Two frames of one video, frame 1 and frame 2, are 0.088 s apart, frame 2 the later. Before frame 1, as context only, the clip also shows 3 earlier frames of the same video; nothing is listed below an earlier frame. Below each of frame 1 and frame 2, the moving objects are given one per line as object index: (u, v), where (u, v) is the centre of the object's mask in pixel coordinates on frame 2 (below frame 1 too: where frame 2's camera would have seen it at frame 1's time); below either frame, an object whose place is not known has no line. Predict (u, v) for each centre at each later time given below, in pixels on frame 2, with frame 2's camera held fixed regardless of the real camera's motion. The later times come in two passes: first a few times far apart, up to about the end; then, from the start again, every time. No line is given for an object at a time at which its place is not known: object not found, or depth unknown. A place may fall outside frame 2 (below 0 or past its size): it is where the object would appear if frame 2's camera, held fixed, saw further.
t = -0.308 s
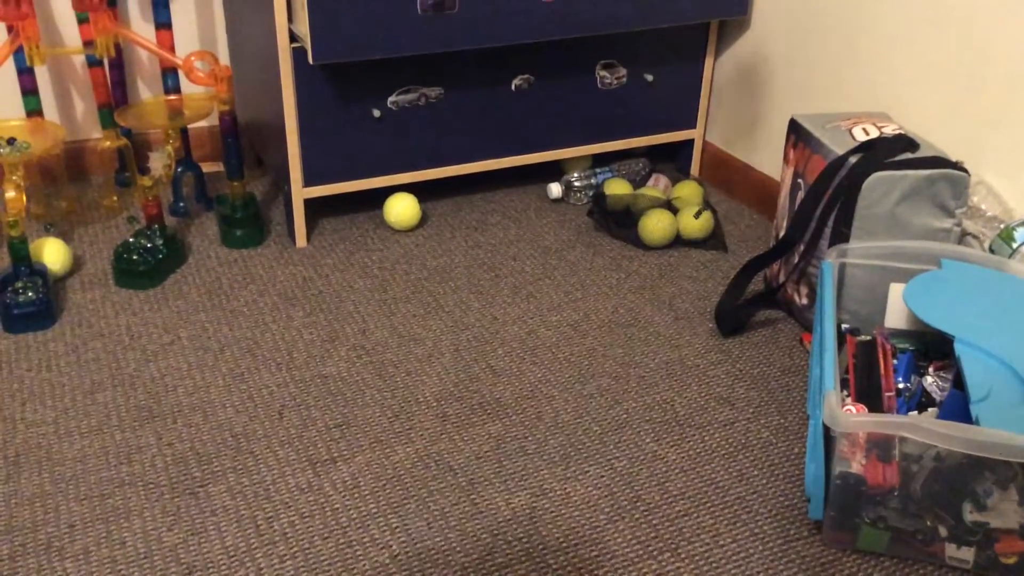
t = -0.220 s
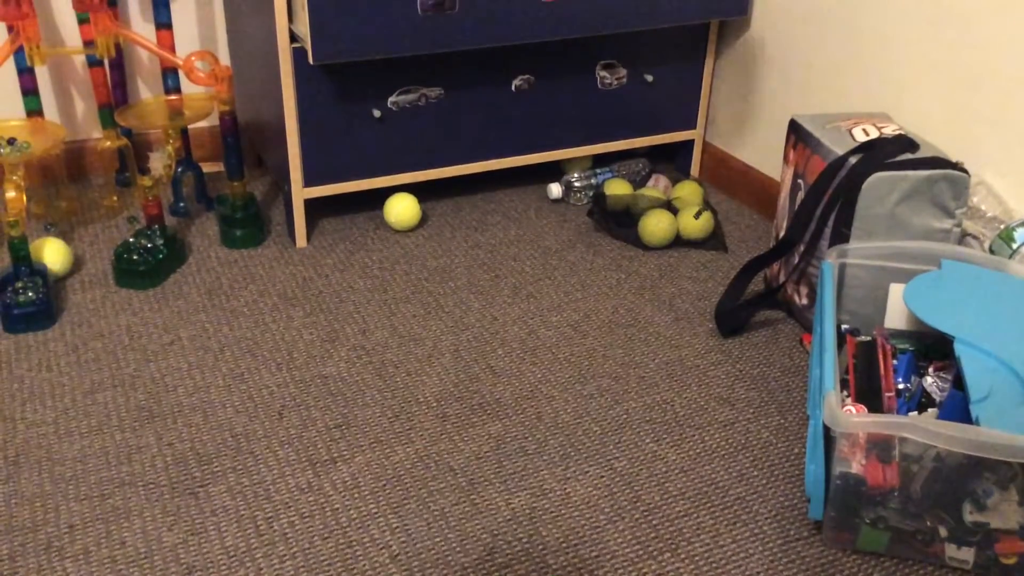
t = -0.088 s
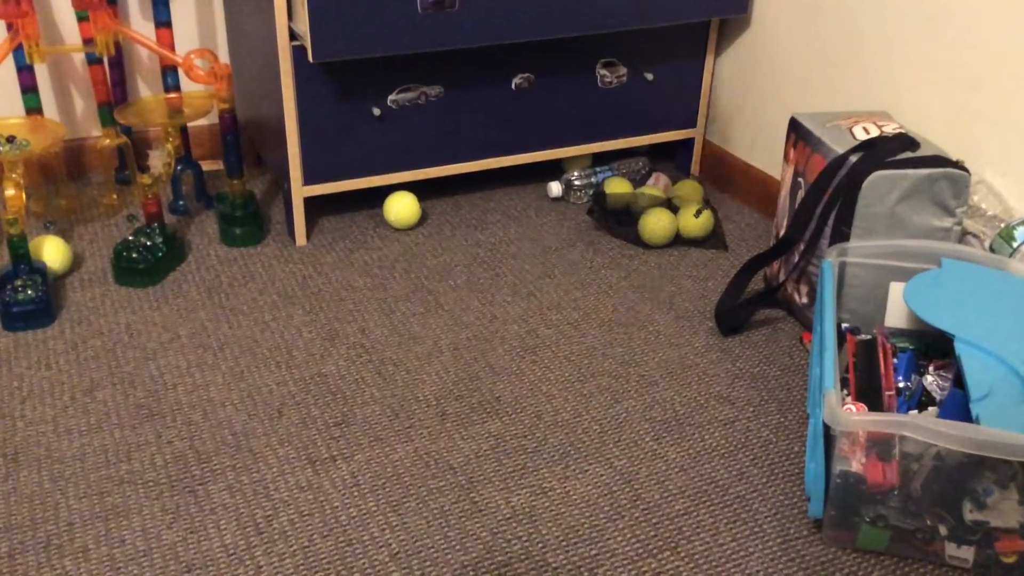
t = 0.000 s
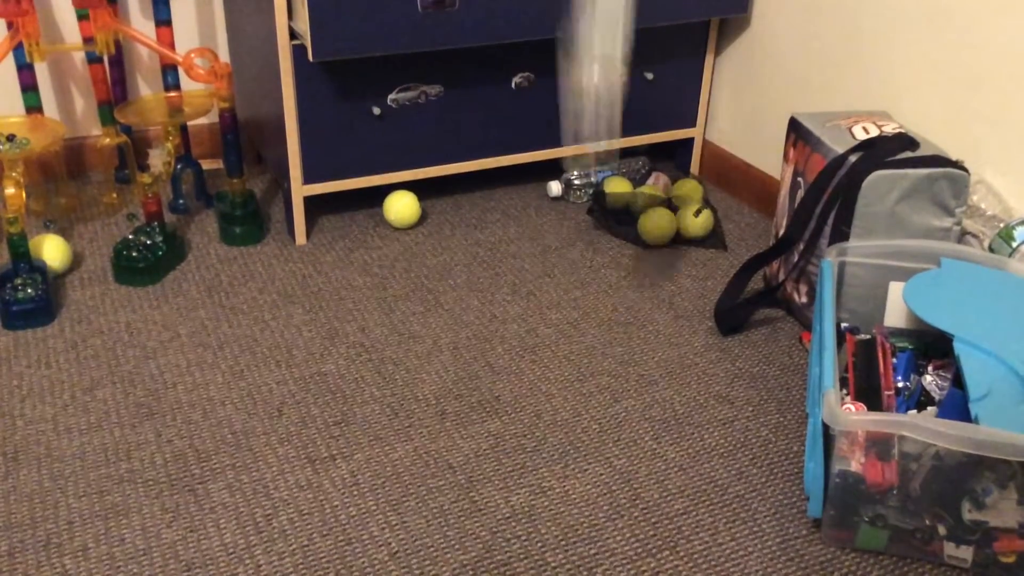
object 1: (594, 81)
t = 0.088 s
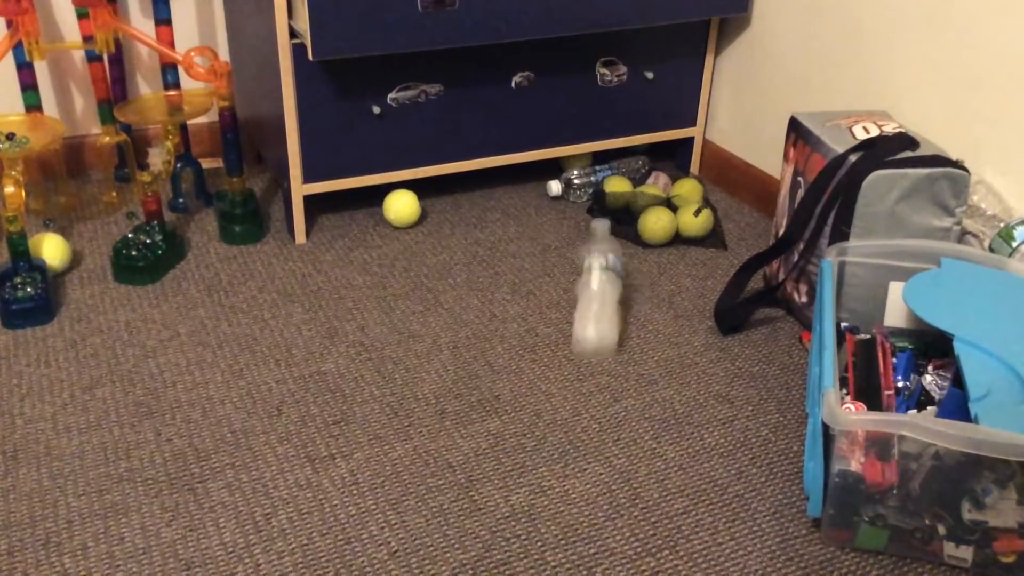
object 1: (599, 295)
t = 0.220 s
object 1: (613, 265)
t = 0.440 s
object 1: (636, 297)
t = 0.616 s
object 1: (647, 297)
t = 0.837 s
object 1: (643, 298)
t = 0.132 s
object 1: (604, 300)
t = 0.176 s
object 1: (610, 278)
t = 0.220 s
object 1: (613, 265)
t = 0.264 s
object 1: (616, 260)
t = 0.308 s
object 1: (622, 261)
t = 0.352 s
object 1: (630, 277)
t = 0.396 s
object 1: (634, 297)
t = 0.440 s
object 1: (636, 297)
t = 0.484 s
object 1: (643, 297)
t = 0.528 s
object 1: (645, 297)
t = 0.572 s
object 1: (646, 297)
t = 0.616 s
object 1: (647, 297)
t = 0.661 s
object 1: (648, 297)
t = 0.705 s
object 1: (649, 296)
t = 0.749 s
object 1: (648, 298)
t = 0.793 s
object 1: (644, 299)
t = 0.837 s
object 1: (643, 298)
